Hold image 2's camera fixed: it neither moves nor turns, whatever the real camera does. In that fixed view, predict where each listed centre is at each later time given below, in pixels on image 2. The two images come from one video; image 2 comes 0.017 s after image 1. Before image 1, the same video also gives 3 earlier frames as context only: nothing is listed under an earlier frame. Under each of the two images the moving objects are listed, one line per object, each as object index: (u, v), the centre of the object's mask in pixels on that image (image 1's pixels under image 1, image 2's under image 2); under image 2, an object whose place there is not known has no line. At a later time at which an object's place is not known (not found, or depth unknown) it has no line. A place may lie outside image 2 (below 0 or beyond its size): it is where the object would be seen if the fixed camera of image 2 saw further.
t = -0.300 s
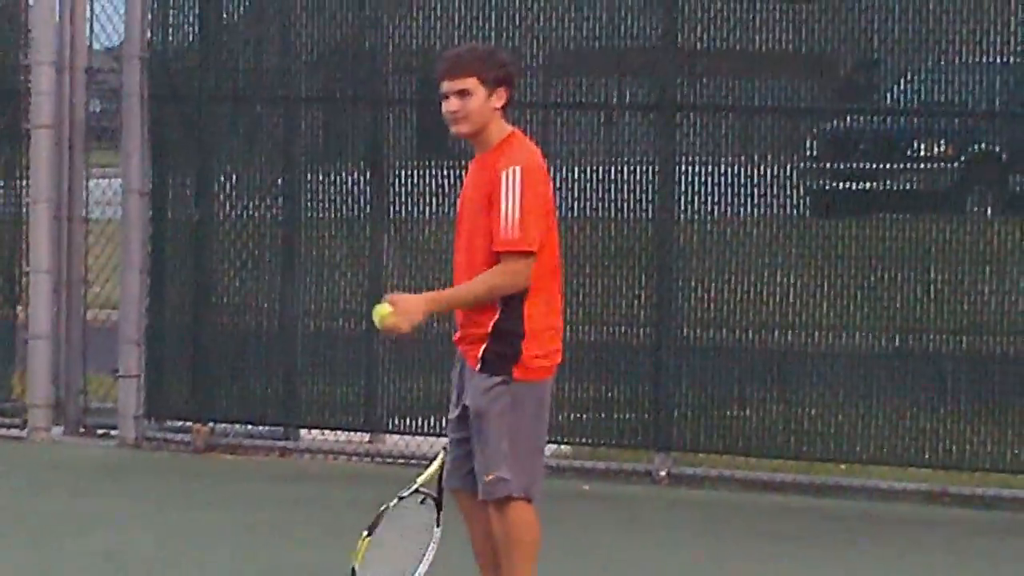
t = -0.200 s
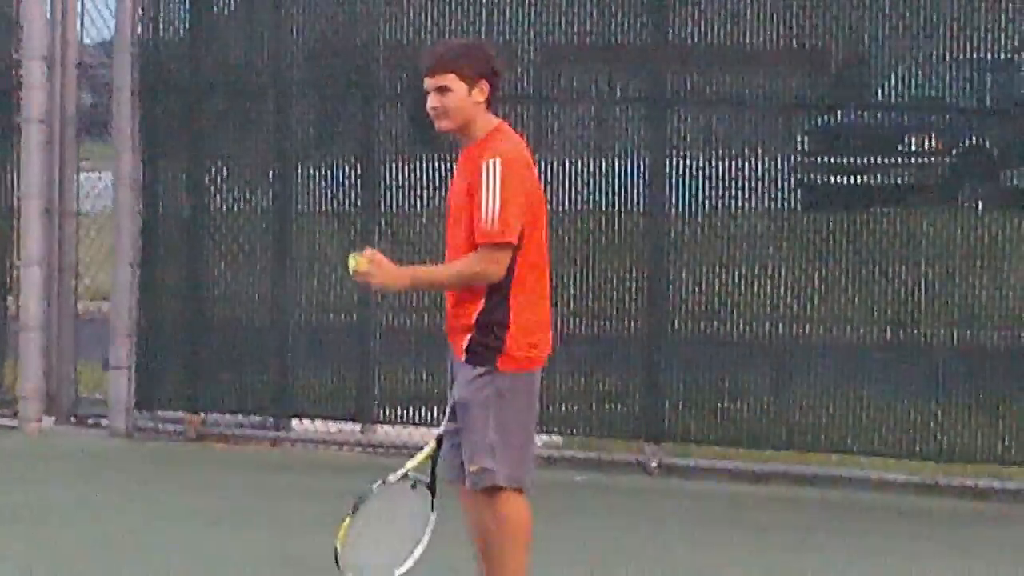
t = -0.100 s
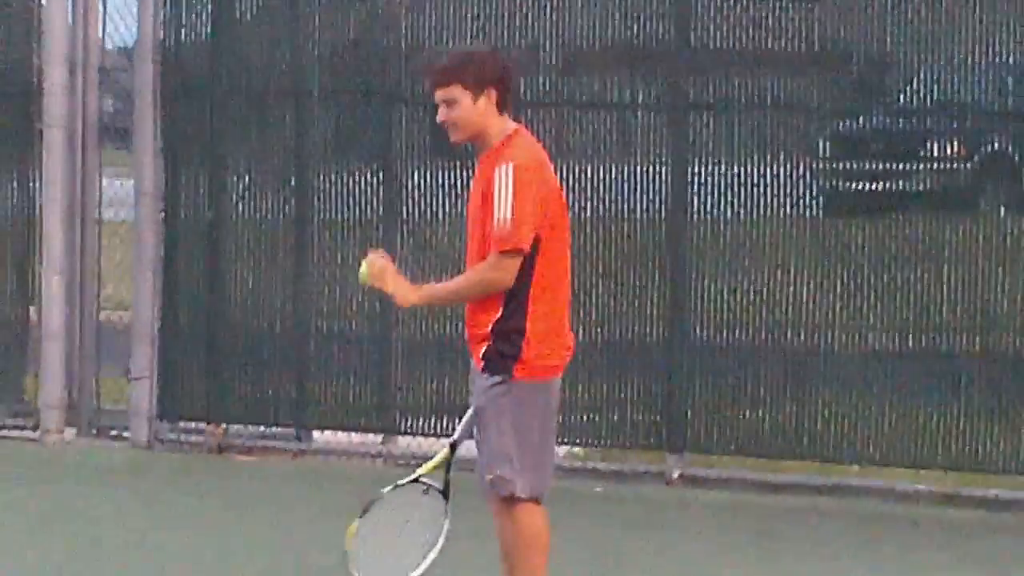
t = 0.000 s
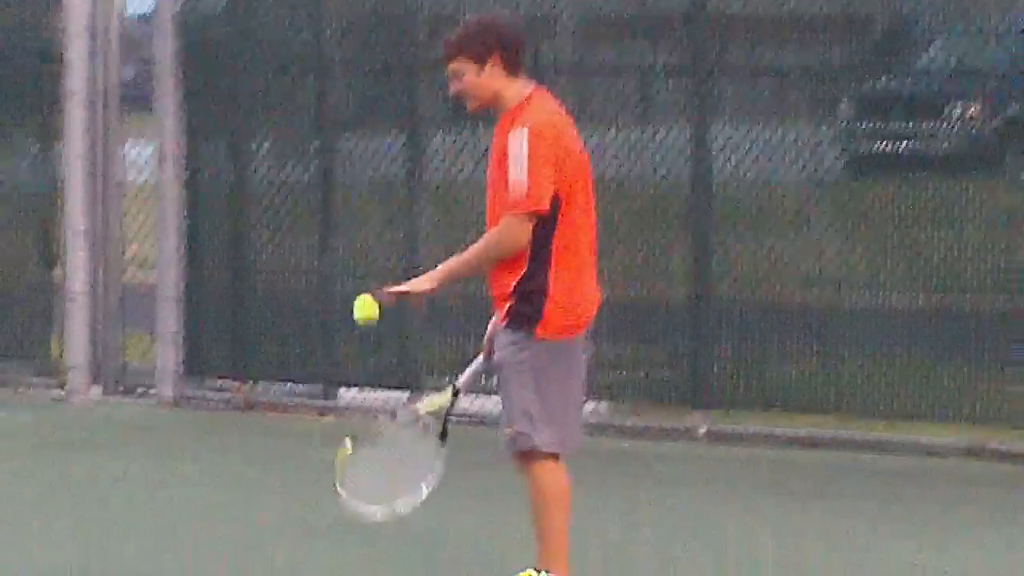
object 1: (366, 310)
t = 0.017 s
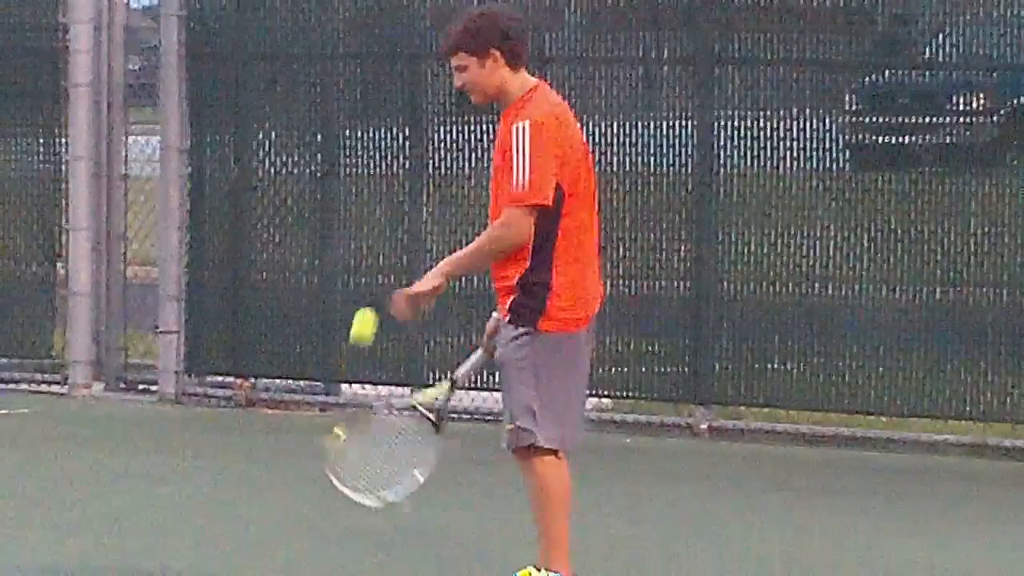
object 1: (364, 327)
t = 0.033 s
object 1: (358, 351)
